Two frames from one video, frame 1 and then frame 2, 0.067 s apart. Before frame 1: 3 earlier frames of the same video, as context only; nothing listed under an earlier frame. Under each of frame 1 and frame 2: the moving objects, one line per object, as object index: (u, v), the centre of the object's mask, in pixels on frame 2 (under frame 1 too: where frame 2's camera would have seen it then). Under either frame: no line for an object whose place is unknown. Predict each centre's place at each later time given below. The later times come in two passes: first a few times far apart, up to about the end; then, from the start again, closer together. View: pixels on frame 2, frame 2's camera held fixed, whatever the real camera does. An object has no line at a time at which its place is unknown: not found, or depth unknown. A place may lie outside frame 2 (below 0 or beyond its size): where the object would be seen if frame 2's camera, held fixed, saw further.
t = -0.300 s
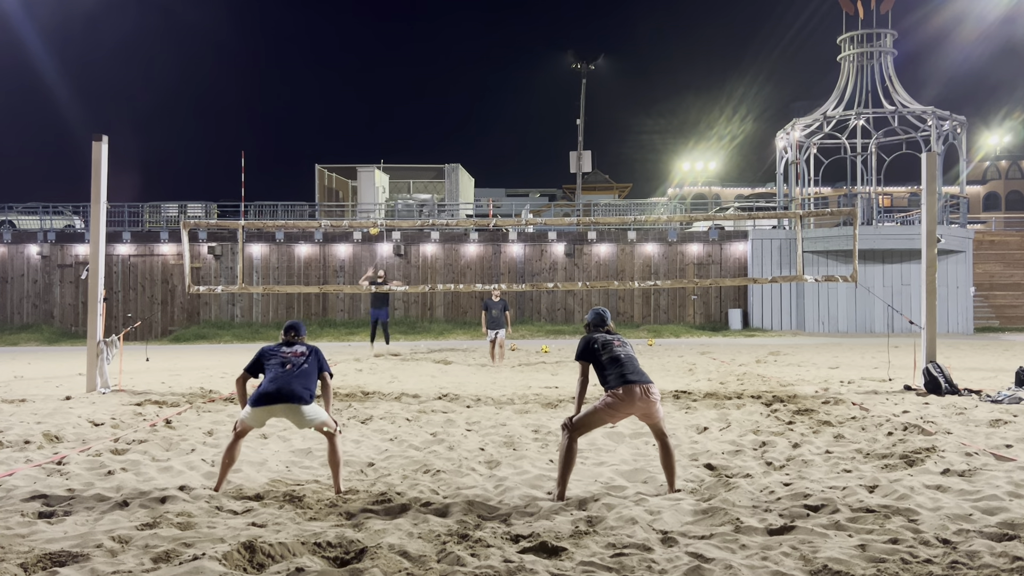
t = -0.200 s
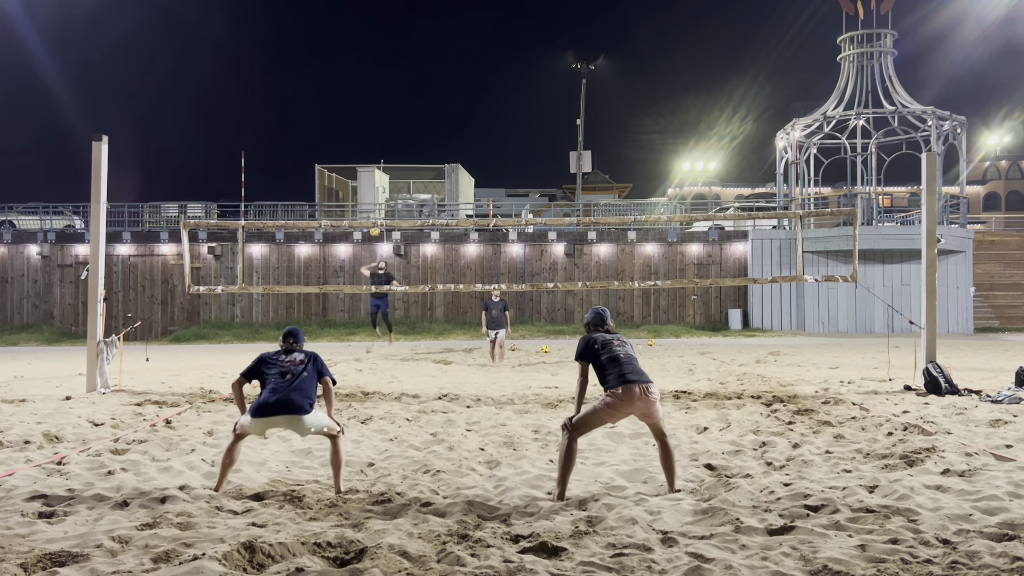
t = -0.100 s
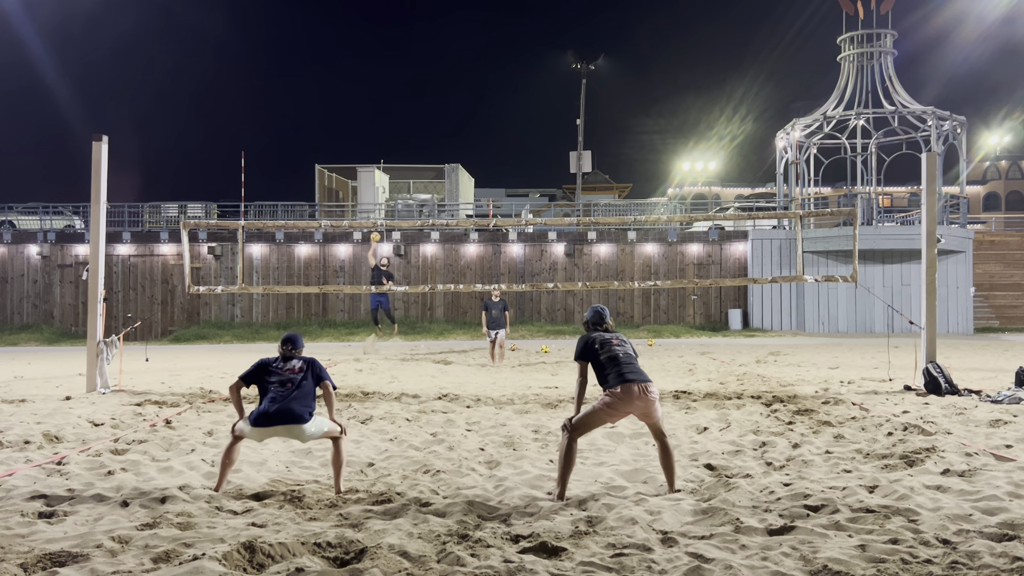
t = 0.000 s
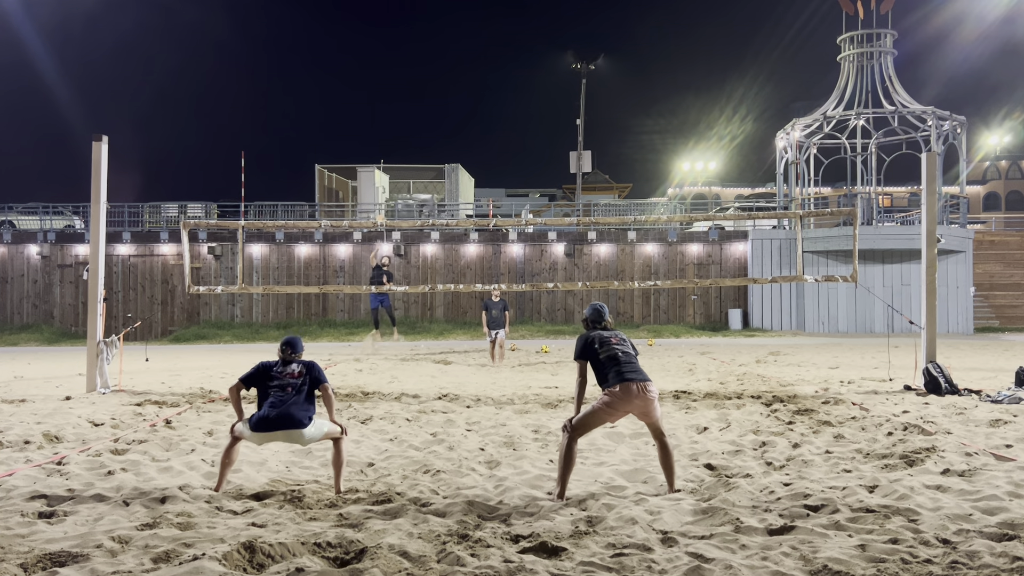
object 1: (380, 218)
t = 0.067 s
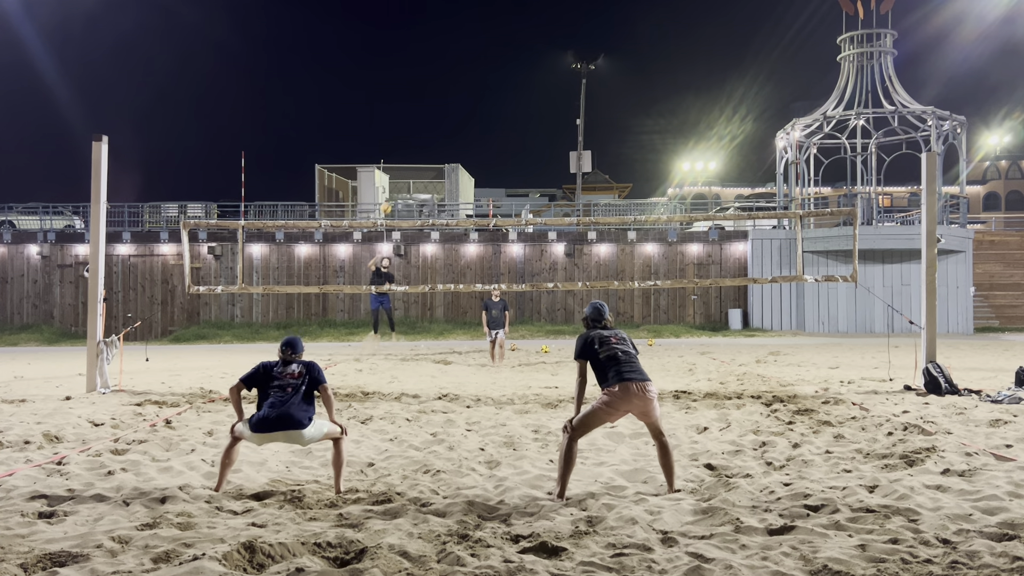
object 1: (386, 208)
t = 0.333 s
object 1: (412, 167)
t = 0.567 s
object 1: (451, 152)
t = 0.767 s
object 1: (506, 171)
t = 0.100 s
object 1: (388, 202)
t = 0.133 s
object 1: (391, 196)
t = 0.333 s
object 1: (412, 167)
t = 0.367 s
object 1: (416, 164)
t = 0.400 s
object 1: (421, 160)
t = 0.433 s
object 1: (426, 157)
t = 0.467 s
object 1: (432, 155)
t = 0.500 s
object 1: (438, 154)
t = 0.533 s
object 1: (444, 153)
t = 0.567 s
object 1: (451, 152)
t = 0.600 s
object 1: (458, 152)
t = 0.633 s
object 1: (467, 154)
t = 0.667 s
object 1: (475, 156)
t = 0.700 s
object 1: (485, 159)
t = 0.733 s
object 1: (495, 164)
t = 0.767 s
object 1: (506, 171)
